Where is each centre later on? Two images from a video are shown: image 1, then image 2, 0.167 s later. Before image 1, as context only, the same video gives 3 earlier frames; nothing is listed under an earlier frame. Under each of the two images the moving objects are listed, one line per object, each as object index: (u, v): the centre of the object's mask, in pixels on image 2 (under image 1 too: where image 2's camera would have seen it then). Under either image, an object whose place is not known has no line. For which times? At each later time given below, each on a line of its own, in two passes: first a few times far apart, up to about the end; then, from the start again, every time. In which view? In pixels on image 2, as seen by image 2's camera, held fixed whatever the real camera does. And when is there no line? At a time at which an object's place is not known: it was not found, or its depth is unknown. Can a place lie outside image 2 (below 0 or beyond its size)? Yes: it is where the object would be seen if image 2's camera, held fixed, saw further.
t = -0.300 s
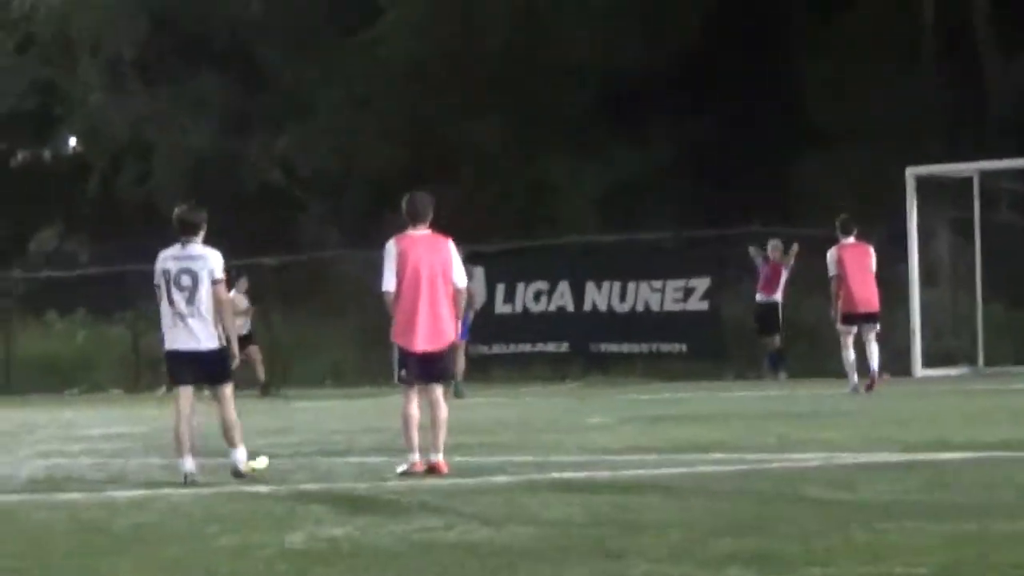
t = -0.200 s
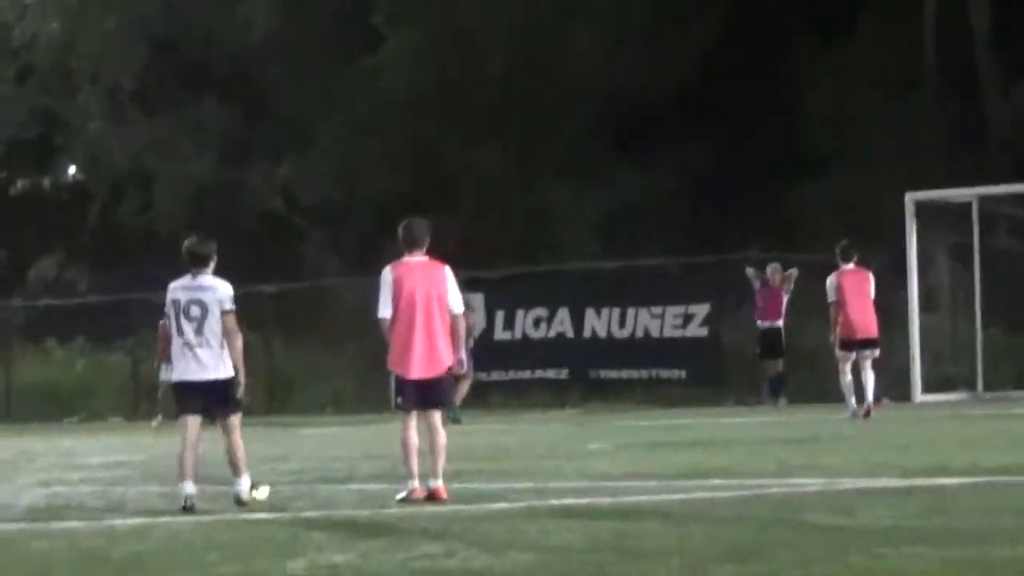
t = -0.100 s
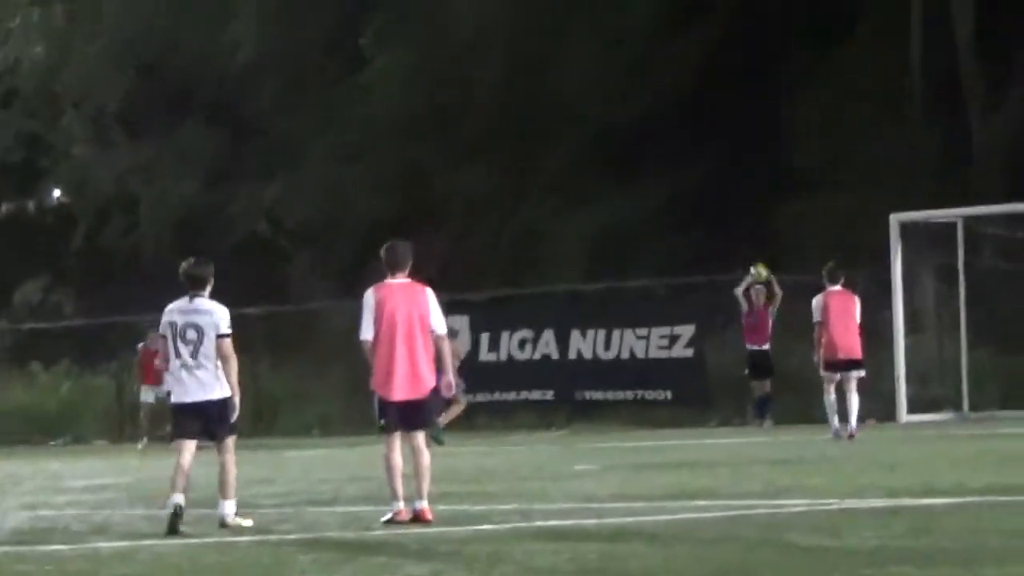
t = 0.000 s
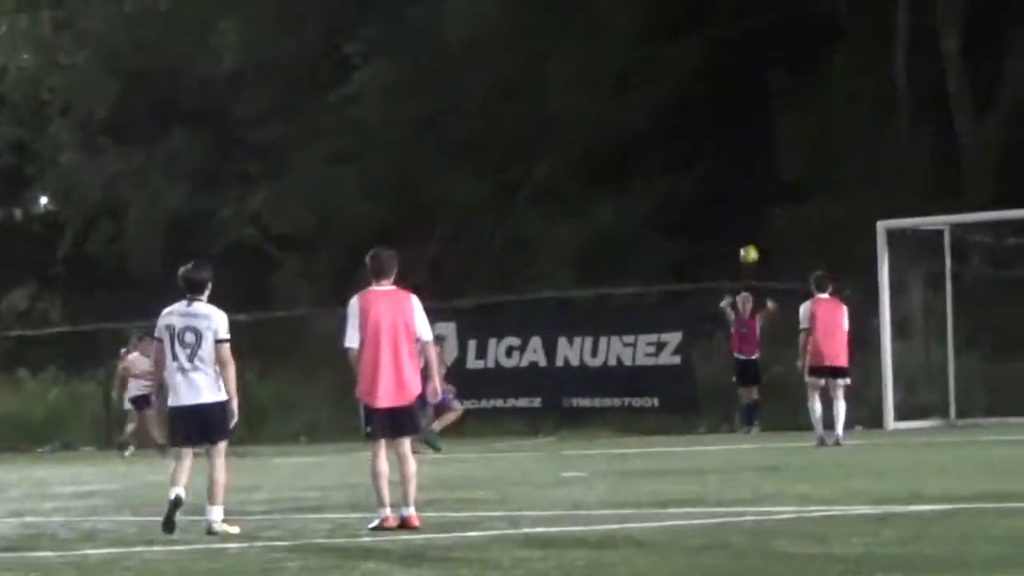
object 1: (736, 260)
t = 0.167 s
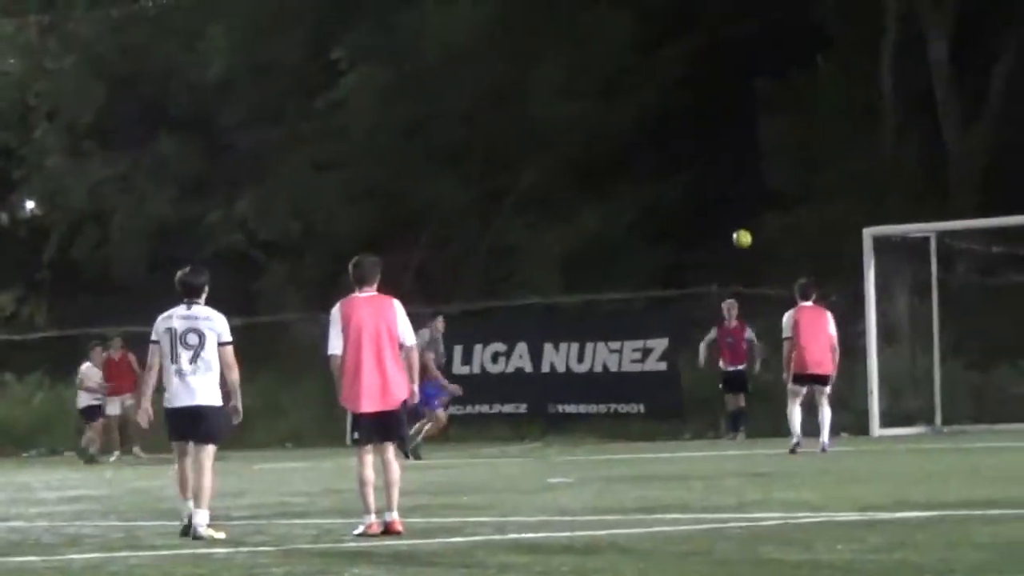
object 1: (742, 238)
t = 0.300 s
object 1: (748, 236)
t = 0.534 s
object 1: (759, 269)
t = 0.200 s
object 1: (744, 237)
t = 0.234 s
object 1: (745, 236)
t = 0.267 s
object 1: (747, 235)
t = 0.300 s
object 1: (748, 236)
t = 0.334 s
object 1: (749, 238)
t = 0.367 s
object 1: (751, 240)
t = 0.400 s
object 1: (752, 244)
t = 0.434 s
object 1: (754, 248)
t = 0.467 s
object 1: (757, 254)
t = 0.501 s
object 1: (758, 261)
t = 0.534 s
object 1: (759, 269)
